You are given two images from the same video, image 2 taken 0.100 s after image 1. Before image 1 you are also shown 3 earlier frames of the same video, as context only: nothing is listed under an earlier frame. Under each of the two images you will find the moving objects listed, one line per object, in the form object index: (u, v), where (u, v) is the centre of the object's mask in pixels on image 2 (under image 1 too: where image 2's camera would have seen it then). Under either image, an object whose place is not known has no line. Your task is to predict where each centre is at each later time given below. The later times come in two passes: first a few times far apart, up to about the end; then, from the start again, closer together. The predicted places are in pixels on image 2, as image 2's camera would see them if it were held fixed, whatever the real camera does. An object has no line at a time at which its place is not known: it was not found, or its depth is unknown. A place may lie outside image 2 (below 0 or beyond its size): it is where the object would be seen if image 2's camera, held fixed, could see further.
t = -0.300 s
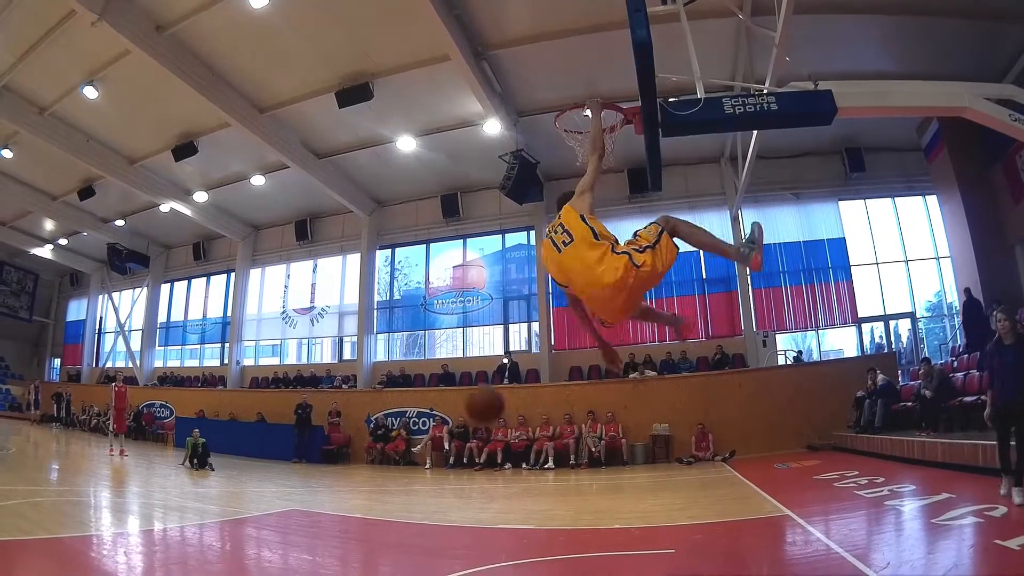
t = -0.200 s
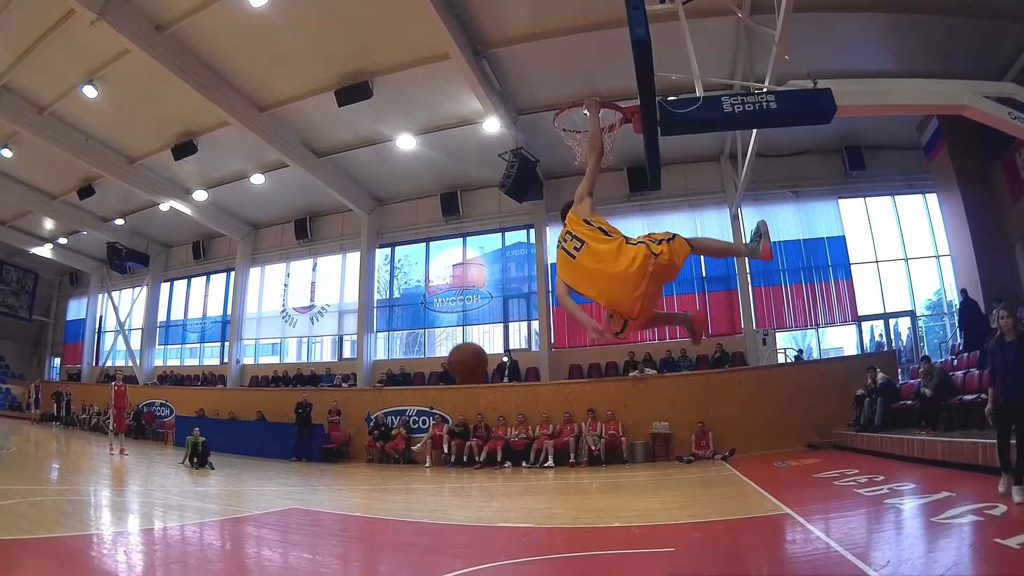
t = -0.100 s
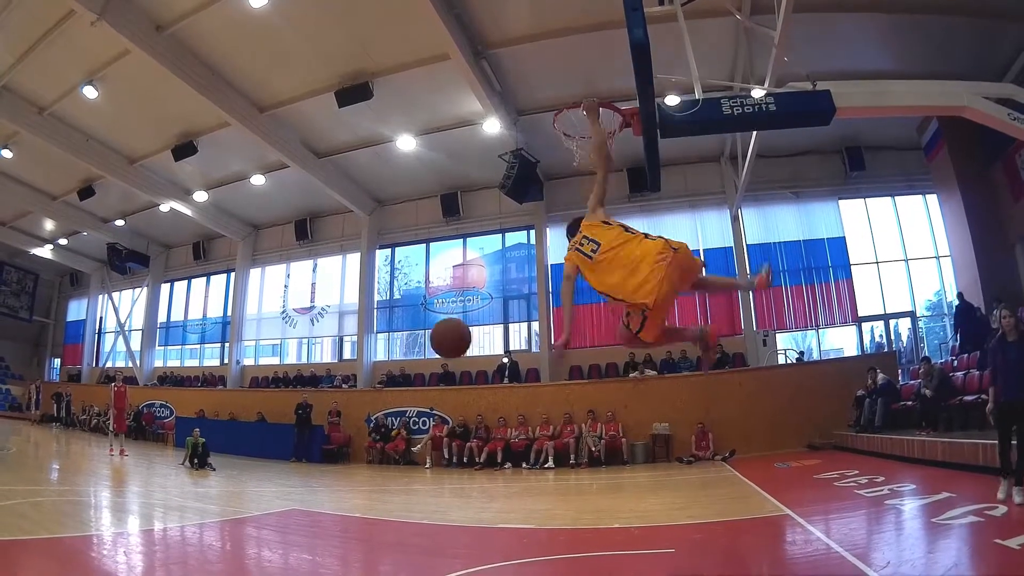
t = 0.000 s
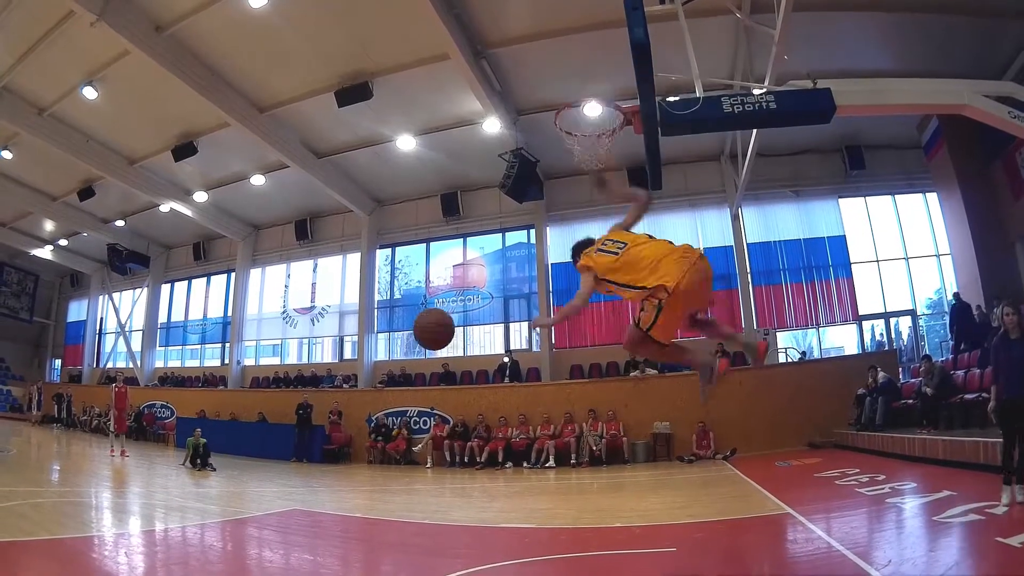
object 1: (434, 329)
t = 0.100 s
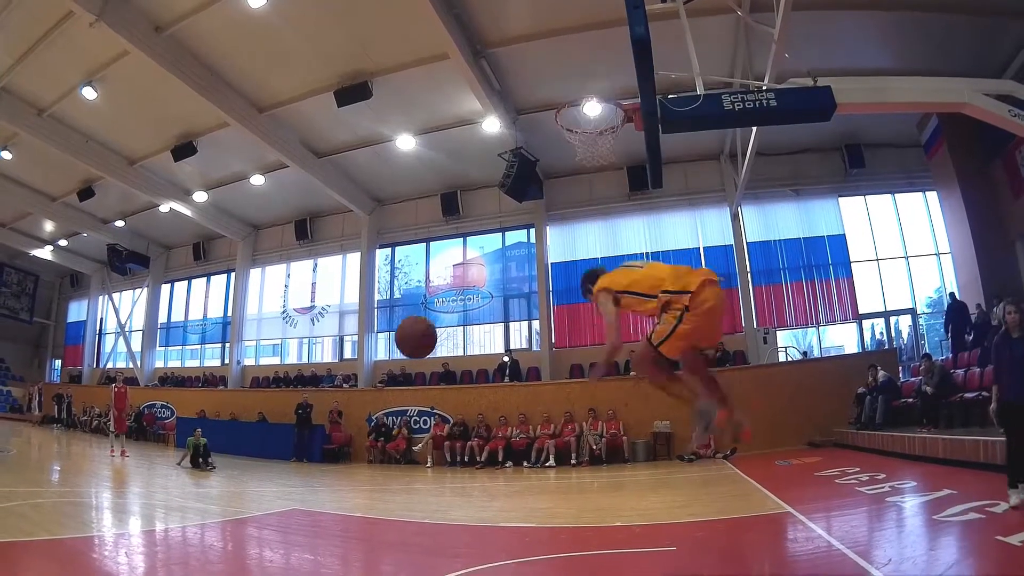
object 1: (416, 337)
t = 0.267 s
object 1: (384, 394)
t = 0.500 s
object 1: (343, 564)
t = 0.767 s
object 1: (295, 489)
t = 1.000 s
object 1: (254, 441)
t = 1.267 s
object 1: (213, 519)
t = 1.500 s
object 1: (178, 565)
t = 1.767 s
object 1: (134, 504)
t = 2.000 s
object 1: (98, 563)
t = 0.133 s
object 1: (410, 344)
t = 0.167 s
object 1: (404, 354)
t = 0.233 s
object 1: (391, 378)
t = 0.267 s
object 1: (384, 394)
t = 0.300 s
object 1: (379, 413)
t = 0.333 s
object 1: (370, 432)
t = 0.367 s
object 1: (365, 456)
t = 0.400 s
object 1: (359, 481)
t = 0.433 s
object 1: (354, 509)
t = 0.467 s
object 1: (348, 540)
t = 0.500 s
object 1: (343, 564)
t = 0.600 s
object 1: (326, 568)
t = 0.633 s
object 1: (319, 557)
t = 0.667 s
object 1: (313, 538)
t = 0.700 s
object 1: (307, 520)
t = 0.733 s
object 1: (300, 503)
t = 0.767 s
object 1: (295, 489)
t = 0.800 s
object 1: (289, 476)
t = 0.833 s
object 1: (283, 465)
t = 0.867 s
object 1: (277, 456)
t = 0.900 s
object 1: (272, 449)
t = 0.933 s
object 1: (266, 445)
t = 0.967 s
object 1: (260, 442)
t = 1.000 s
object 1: (254, 441)
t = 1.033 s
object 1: (249, 443)
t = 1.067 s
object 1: (244, 447)
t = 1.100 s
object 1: (238, 453)
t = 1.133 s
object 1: (233, 461)
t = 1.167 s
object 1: (228, 472)
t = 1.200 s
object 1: (223, 487)
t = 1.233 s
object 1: (217, 502)
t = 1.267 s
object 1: (213, 519)
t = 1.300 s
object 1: (208, 540)
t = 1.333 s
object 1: (204, 560)
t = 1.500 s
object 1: (178, 565)
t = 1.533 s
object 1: (173, 553)
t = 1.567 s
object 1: (167, 539)
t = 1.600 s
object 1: (161, 528)
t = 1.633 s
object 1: (155, 519)
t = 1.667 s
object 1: (151, 512)
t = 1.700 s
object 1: (144, 507)
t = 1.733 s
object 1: (138, 505)
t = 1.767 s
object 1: (134, 504)
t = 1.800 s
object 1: (125, 506)
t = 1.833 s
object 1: (117, 510)
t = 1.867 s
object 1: (114, 517)
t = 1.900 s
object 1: (109, 525)
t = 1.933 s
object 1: (103, 536)
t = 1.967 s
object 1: (101, 549)
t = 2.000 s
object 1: (98, 563)
